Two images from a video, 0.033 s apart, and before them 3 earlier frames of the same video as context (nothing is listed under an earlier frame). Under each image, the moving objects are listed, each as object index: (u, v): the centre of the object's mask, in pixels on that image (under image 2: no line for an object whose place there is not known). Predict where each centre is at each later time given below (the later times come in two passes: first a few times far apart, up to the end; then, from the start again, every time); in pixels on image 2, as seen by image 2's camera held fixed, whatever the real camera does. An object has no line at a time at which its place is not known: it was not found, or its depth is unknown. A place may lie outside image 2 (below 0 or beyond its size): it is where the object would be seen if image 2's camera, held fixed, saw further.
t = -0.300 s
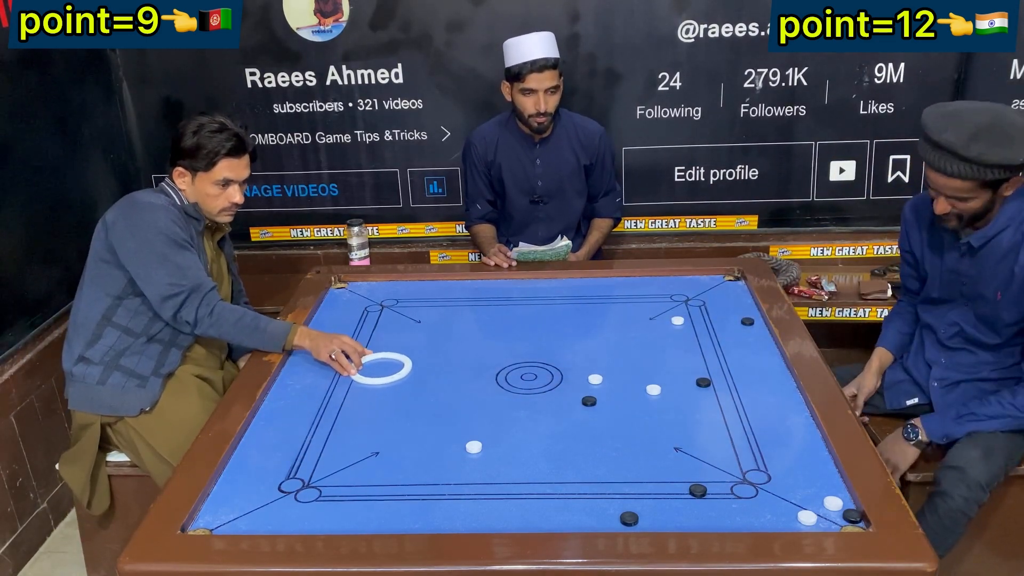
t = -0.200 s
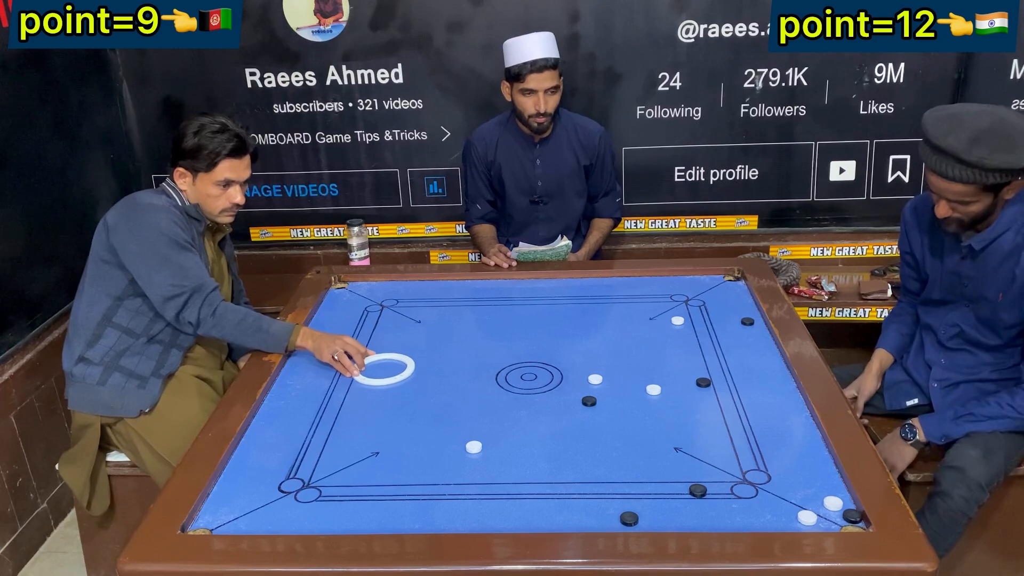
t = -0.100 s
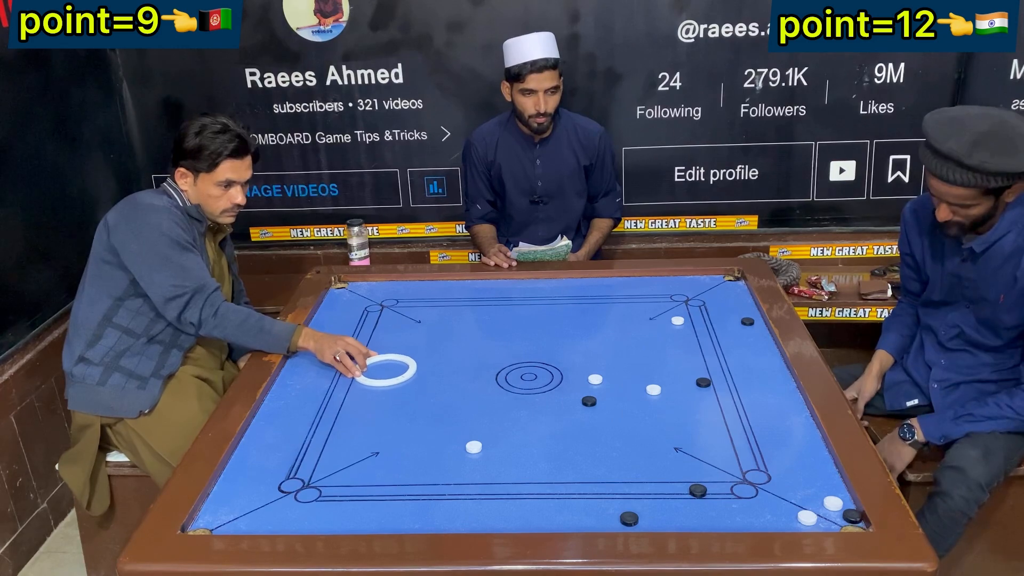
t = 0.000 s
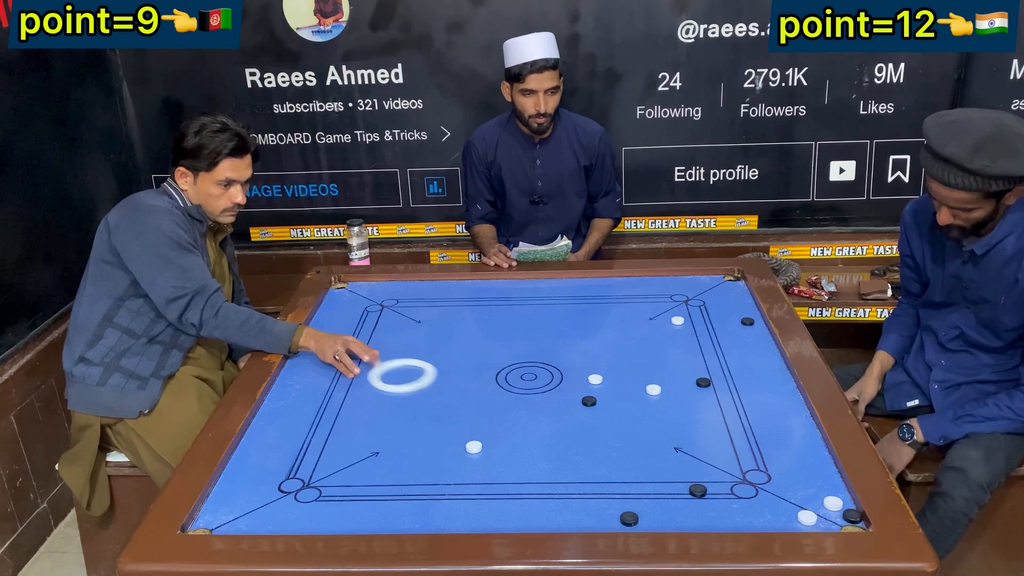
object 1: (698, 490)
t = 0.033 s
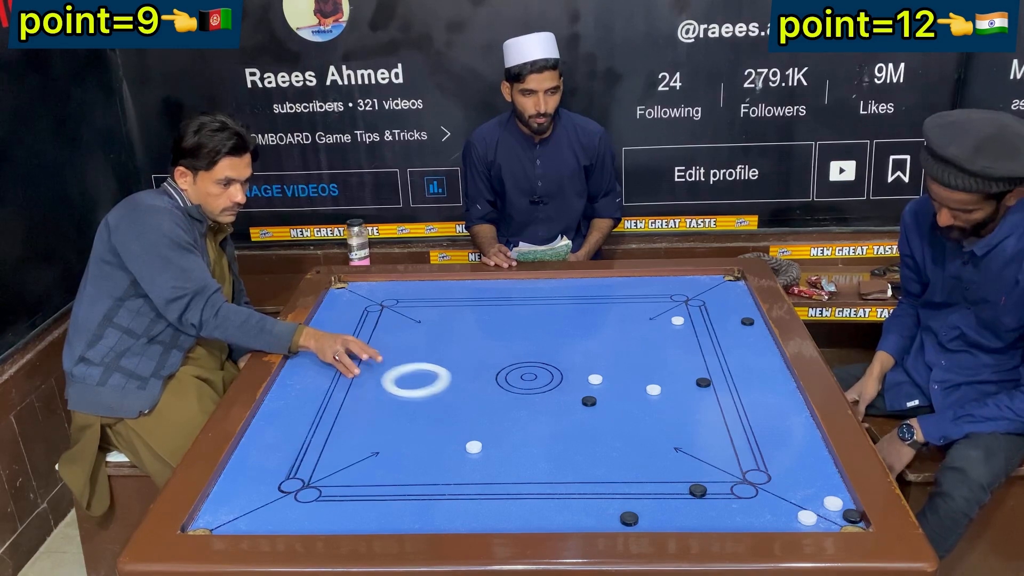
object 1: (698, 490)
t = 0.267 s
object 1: (698, 490)
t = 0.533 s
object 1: (698, 490)
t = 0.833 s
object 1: (732, 522)
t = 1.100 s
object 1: (719, 484)
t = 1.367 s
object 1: (672, 457)
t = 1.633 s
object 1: (633, 434)
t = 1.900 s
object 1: (601, 415)
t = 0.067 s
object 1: (698, 490)
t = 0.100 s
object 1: (698, 490)
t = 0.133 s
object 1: (698, 490)
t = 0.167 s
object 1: (698, 490)
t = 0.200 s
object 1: (698, 490)
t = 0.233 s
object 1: (698, 490)
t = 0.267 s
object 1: (698, 490)
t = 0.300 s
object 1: (698, 490)
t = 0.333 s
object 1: (698, 490)
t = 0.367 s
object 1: (698, 490)
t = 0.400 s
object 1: (698, 490)
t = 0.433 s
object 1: (698, 490)
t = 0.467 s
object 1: (698, 490)
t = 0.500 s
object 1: (698, 490)
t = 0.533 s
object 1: (698, 490)
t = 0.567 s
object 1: (698, 491)
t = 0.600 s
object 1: (701, 496)
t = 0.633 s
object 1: (708, 503)
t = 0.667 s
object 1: (713, 512)
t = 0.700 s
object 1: (719, 521)
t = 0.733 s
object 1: (725, 527)
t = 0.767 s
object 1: (730, 529)
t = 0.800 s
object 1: (731, 526)
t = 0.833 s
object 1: (732, 522)
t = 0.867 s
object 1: (733, 516)
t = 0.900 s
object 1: (734, 511)
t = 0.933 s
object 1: (735, 506)
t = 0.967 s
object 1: (736, 501)
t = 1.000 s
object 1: (737, 496)
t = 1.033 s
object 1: (732, 492)
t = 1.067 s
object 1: (726, 488)
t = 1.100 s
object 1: (719, 484)
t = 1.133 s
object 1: (713, 480)
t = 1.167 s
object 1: (707, 477)
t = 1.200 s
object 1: (701, 473)
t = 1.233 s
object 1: (695, 470)
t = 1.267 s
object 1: (689, 467)
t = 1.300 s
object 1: (683, 463)
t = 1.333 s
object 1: (678, 460)
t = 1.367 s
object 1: (672, 457)
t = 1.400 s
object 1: (667, 453)
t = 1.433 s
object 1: (662, 450)
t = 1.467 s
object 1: (657, 447)
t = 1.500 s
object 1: (652, 445)
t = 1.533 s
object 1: (647, 442)
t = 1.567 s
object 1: (642, 439)
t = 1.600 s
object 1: (638, 436)
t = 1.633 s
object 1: (633, 434)
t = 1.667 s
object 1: (629, 431)
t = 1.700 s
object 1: (625, 429)
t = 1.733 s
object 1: (620, 427)
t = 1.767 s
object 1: (616, 424)
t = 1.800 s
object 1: (612, 422)
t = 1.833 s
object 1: (608, 419)
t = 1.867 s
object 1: (605, 417)
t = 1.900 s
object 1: (601, 415)
